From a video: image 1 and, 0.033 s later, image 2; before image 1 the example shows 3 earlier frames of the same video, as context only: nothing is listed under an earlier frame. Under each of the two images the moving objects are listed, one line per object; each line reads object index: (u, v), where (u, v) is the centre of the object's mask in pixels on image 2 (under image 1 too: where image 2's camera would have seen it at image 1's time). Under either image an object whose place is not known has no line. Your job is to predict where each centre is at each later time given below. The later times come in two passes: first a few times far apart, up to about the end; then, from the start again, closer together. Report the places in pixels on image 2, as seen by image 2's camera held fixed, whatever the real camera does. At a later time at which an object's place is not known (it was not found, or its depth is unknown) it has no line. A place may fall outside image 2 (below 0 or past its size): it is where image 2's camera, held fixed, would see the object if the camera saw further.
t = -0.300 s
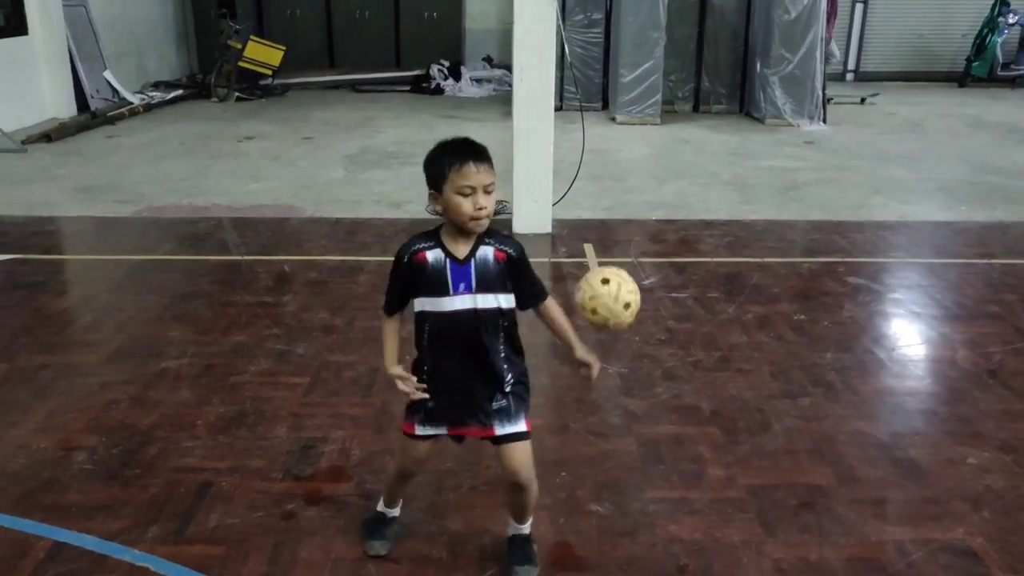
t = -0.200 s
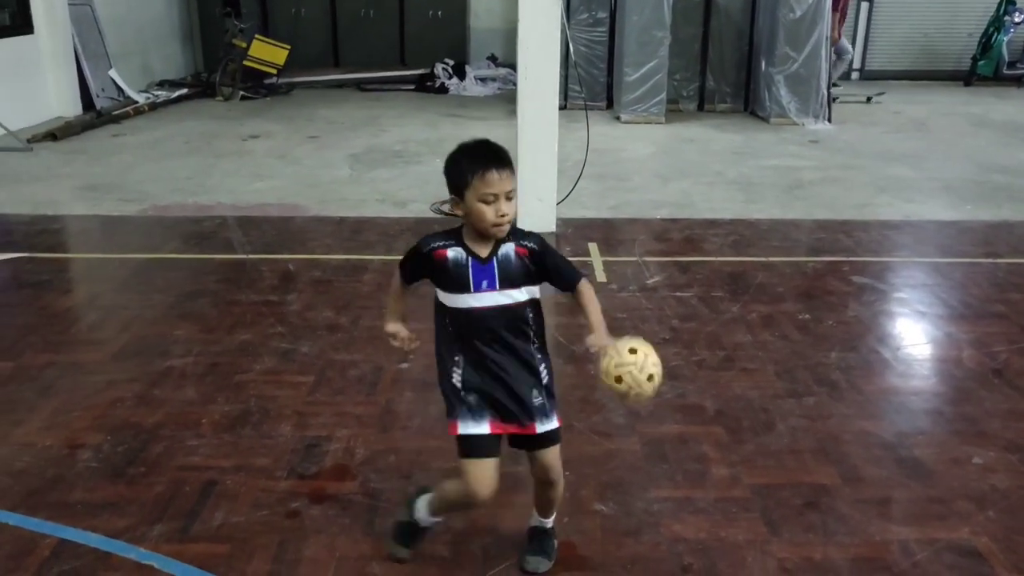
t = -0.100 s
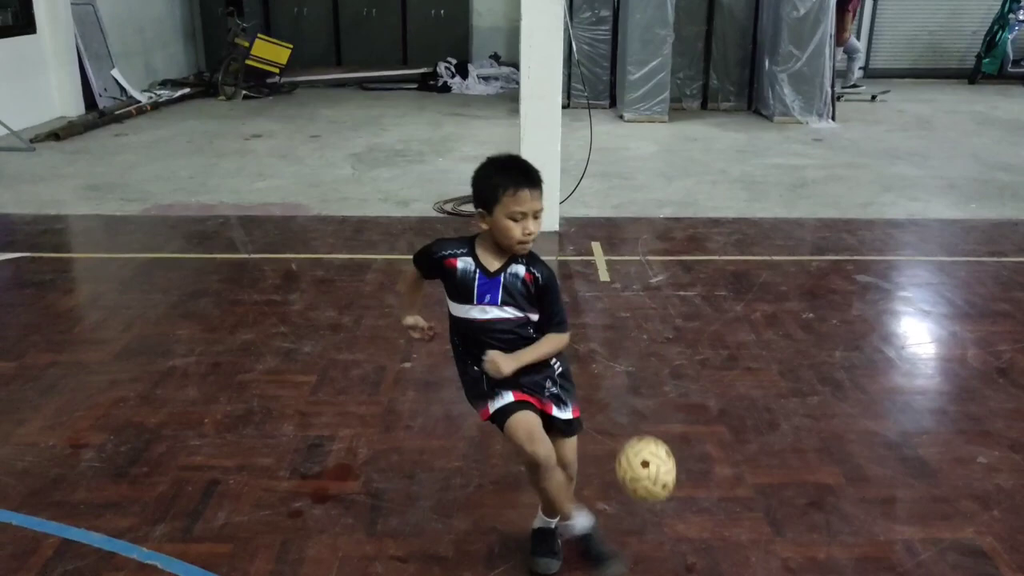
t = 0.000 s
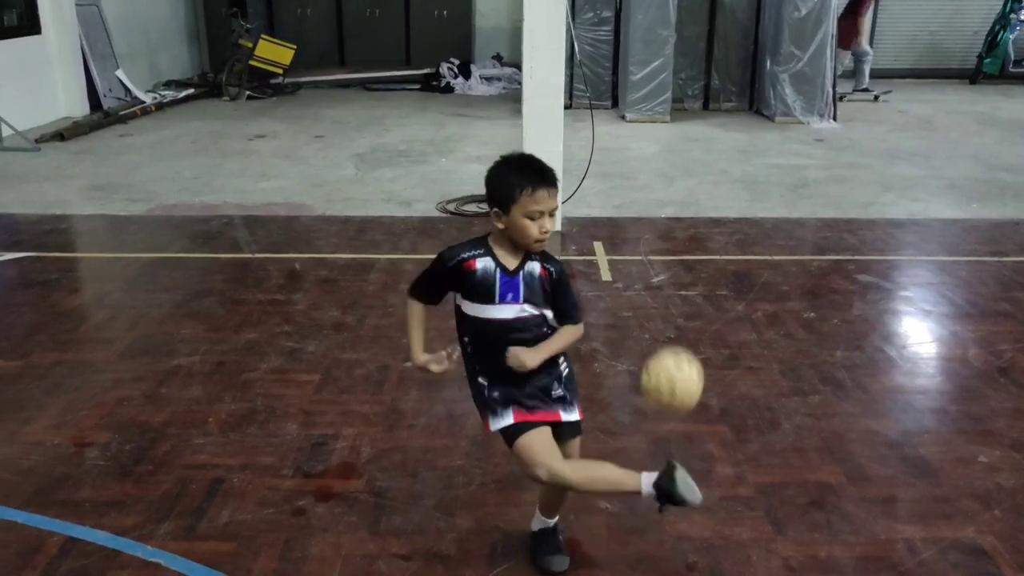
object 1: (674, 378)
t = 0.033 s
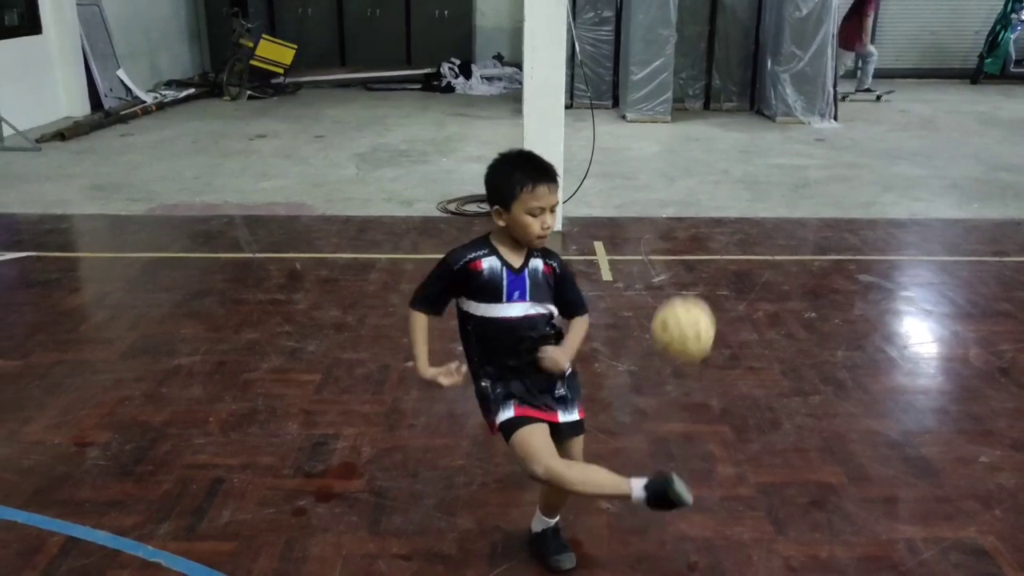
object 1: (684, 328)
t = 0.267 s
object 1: (752, 55)
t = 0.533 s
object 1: (811, 33)
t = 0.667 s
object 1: (827, 151)
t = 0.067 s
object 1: (695, 278)
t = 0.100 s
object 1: (704, 233)
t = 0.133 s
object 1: (714, 189)
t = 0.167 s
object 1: (723, 149)
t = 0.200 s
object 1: (733, 113)
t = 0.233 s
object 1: (743, 82)
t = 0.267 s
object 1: (752, 55)
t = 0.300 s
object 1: (761, 34)
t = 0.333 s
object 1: (769, 25)
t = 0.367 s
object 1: (776, 19)
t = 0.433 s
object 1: (791, 15)
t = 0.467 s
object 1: (797, 19)
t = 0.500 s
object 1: (804, 24)
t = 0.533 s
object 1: (811, 33)
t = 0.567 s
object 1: (816, 53)
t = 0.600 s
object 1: (820, 80)
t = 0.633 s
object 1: (824, 113)
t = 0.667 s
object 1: (827, 151)
